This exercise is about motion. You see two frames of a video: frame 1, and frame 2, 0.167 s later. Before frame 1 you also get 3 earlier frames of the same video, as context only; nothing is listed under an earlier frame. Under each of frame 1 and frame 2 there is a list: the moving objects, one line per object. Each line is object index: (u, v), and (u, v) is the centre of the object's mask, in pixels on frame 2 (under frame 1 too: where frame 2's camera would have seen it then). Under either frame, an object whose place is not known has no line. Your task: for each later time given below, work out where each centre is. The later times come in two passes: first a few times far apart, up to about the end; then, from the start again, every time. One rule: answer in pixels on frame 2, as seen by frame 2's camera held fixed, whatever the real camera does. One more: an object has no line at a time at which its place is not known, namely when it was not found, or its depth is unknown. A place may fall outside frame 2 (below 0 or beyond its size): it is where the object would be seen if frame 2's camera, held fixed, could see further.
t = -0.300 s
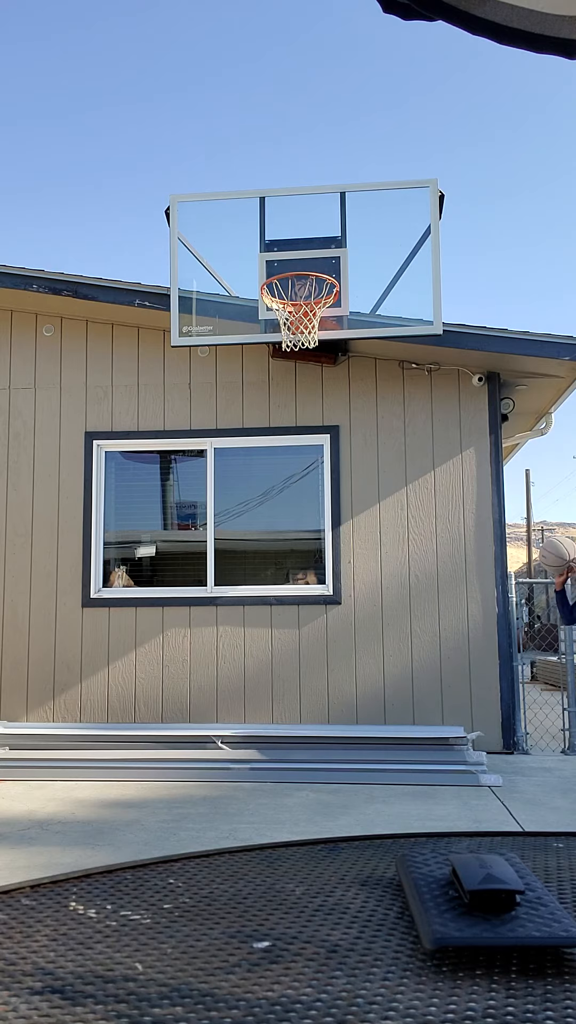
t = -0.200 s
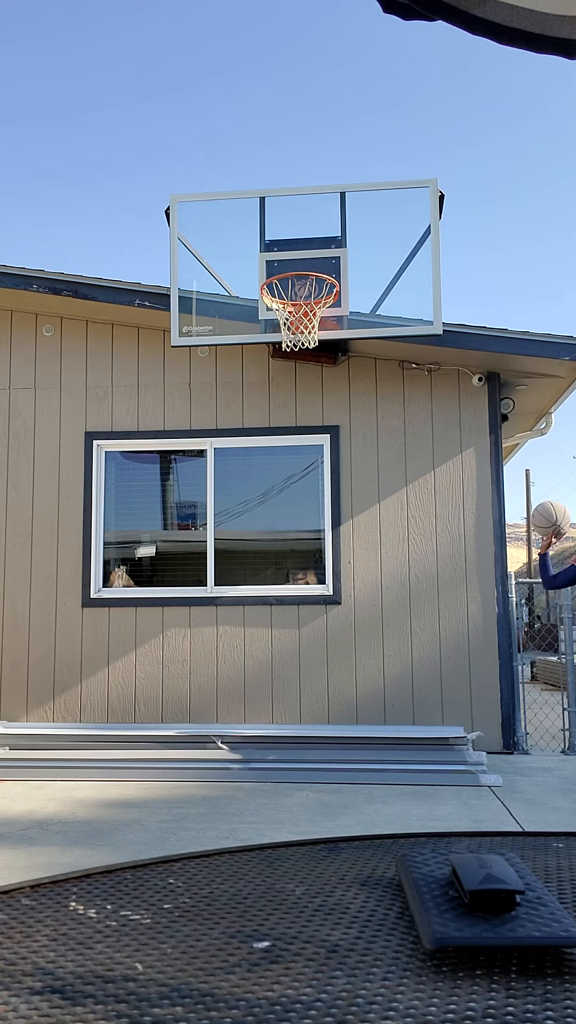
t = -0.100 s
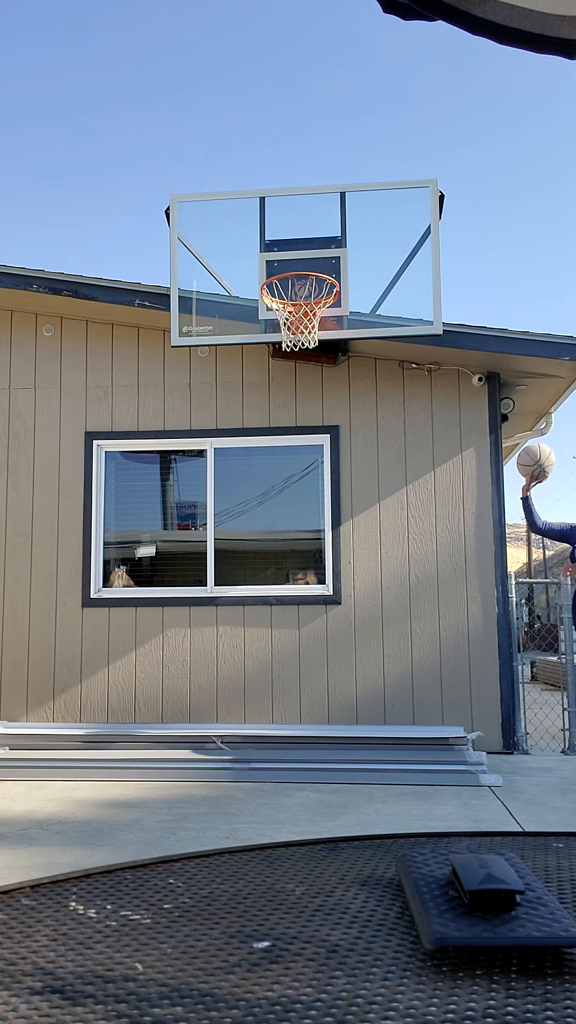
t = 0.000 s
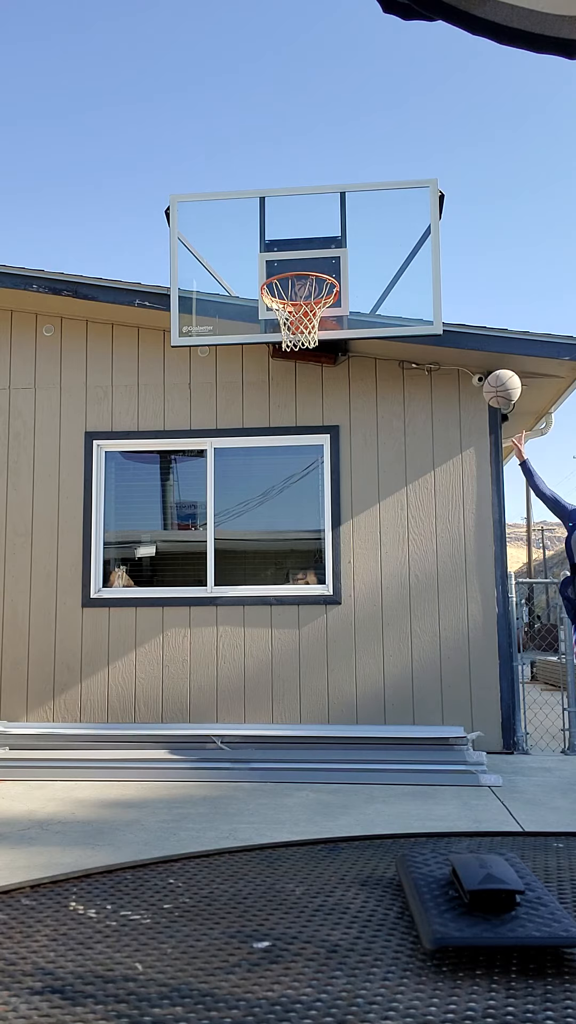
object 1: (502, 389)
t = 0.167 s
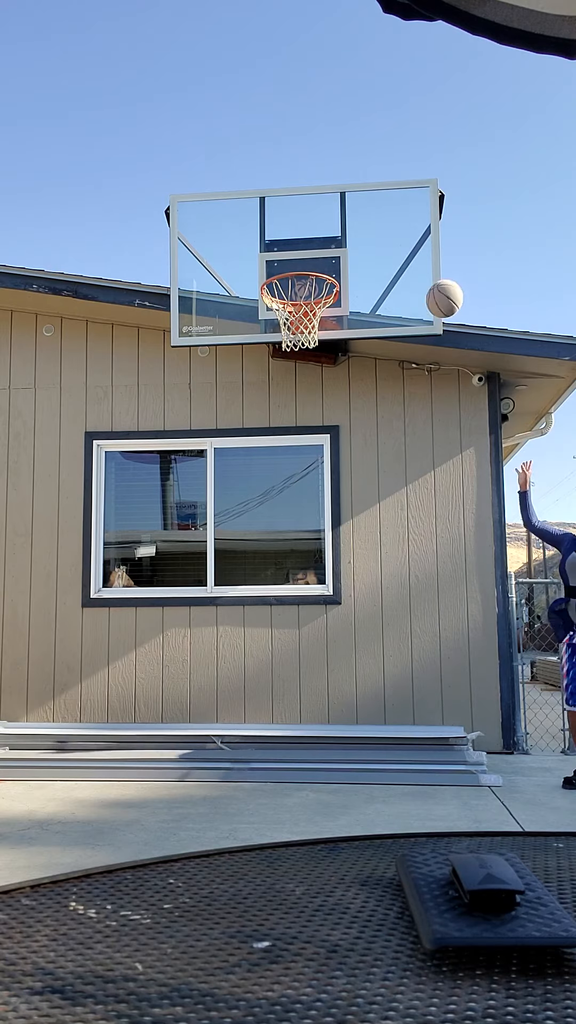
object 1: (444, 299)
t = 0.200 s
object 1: (433, 286)
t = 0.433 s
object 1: (358, 239)
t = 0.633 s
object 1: (295, 259)
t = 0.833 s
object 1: (316, 285)
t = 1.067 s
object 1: (297, 291)
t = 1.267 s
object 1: (319, 325)
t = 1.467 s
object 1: (308, 348)
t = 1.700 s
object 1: (292, 449)
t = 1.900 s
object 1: (279, 609)
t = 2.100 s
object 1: (264, 722)
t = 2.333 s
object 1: (248, 573)
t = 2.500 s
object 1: (235, 524)
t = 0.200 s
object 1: (433, 286)
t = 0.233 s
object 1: (422, 274)
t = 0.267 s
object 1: (411, 264)
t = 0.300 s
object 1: (401, 256)
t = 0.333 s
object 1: (390, 250)
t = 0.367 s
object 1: (379, 245)
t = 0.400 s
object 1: (369, 241)
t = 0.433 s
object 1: (358, 239)
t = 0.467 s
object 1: (347, 239)
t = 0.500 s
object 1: (337, 240)
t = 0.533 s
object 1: (327, 243)
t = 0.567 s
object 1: (316, 248)
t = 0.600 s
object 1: (306, 253)
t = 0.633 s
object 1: (295, 259)
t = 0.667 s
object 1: (285, 270)
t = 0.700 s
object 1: (279, 278)
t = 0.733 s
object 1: (290, 279)
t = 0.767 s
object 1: (301, 281)
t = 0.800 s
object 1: (312, 284)
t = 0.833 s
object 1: (316, 285)
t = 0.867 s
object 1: (308, 282)
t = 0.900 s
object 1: (300, 281)
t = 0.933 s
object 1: (292, 280)
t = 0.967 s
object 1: (283, 281)
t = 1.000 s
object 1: (286, 283)
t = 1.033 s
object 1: (291, 286)
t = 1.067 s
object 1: (297, 291)
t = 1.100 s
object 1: (302, 295)
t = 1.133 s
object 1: (306, 303)
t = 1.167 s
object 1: (312, 312)
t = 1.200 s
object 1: (314, 320)
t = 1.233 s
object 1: (316, 323)
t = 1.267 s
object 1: (319, 325)
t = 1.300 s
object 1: (318, 325)
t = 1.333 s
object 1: (317, 327)
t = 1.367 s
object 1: (315, 330)
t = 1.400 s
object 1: (312, 334)
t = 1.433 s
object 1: (310, 340)
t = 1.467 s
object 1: (308, 348)
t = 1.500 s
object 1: (306, 357)
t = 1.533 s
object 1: (304, 368)
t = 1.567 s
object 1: (301, 380)
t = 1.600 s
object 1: (299, 394)
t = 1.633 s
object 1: (297, 411)
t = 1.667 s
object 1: (294, 428)
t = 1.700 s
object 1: (292, 449)
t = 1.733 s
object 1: (290, 470)
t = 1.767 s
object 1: (288, 494)
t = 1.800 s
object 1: (285, 520)
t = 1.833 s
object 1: (283, 547)
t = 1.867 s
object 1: (281, 577)
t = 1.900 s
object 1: (279, 609)
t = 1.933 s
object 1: (277, 644)
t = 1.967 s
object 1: (274, 681)
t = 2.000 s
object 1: (271, 721)
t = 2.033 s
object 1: (269, 763)
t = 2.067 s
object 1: (266, 751)
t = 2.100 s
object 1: (264, 722)
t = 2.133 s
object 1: (262, 695)
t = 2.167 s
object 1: (260, 670)
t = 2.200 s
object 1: (259, 646)
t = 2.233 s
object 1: (255, 625)
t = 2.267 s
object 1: (253, 606)
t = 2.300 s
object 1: (250, 588)
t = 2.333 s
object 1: (248, 573)
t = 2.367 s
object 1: (245, 560)
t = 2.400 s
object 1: (243, 548)
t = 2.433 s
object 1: (240, 538)
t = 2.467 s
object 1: (238, 530)
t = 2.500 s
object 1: (235, 524)
